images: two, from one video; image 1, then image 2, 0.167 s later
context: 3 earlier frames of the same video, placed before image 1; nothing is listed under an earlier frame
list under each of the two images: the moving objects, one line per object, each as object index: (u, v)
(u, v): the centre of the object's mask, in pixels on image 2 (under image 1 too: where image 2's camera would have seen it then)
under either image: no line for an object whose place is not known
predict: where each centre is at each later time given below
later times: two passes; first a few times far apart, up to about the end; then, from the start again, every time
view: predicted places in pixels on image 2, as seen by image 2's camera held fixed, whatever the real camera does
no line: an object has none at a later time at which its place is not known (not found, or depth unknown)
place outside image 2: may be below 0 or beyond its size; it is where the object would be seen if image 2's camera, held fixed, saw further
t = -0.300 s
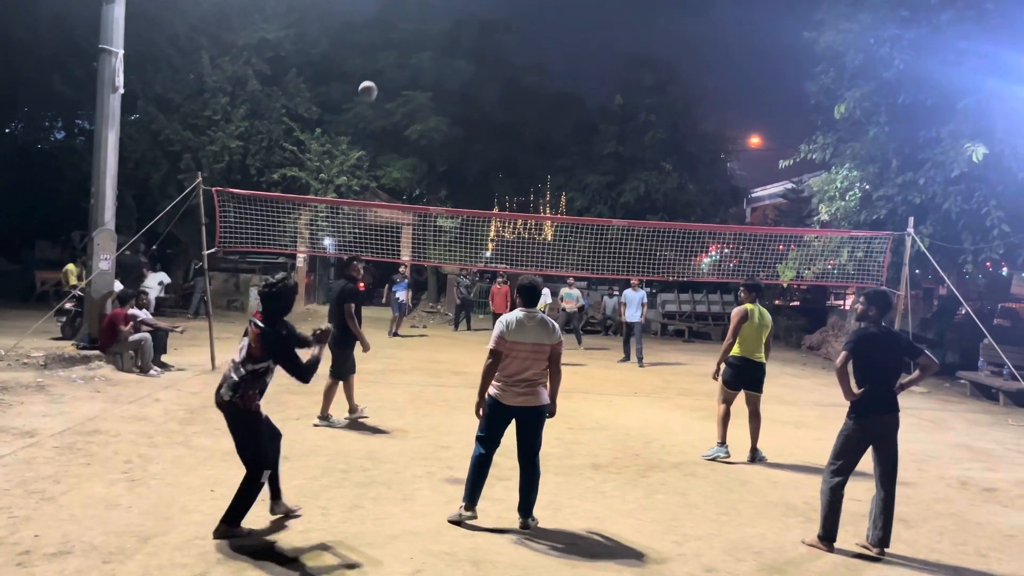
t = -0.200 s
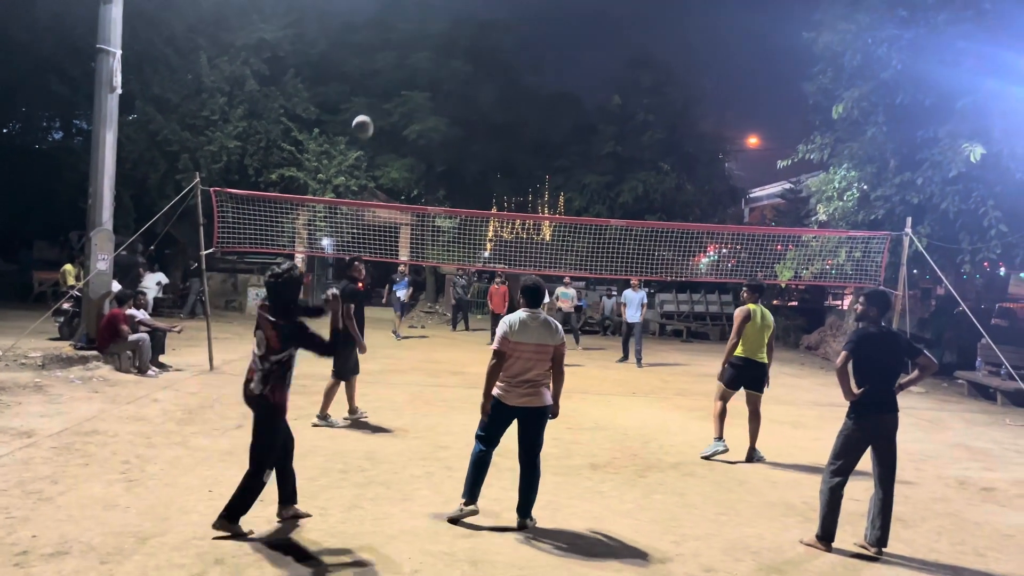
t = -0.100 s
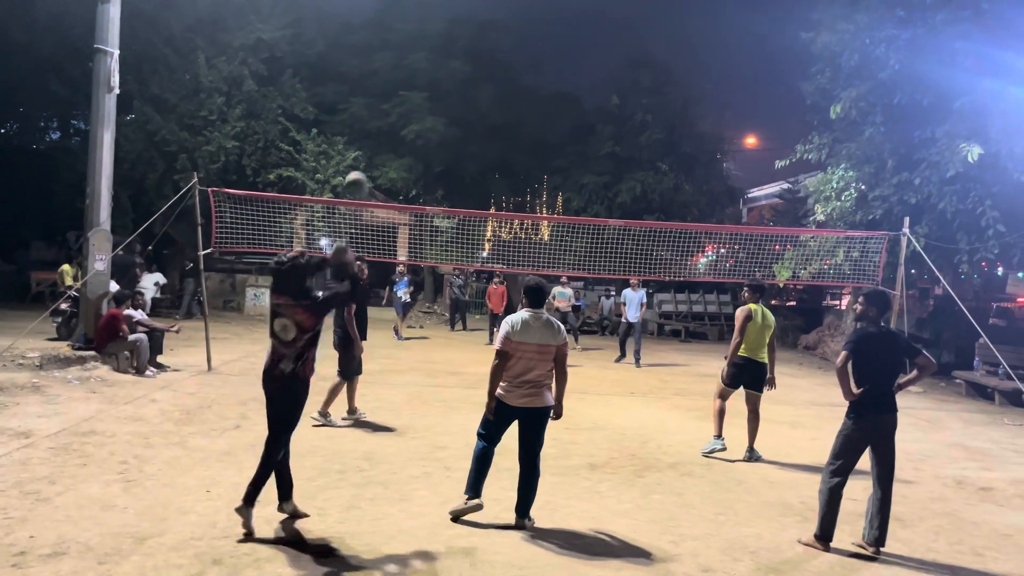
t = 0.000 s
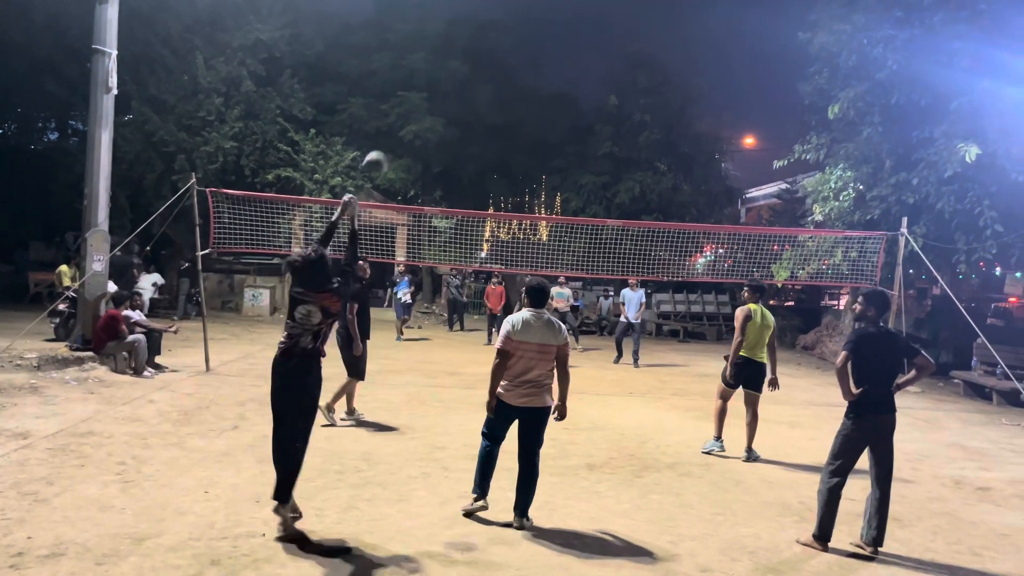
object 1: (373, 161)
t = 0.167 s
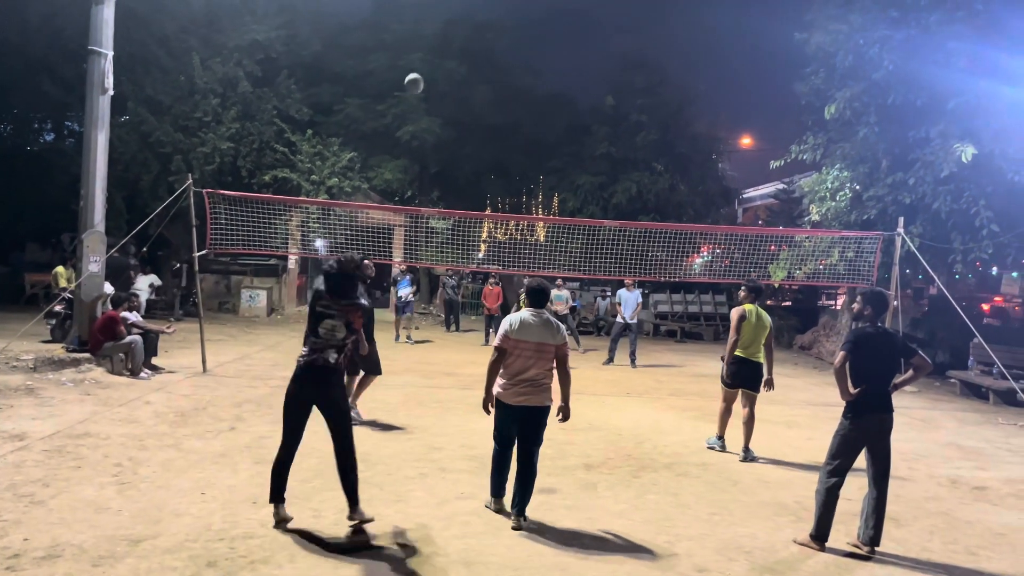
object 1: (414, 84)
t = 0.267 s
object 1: (431, 63)
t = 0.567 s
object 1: (464, 67)
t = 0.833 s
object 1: (479, 117)
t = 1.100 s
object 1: (488, 192)
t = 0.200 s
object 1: (420, 75)
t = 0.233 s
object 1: (426, 67)
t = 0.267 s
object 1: (431, 63)
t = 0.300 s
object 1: (436, 59)
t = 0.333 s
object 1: (441, 56)
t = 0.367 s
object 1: (445, 55)
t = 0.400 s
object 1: (449, 55)
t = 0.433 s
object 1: (452, 56)
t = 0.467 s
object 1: (455, 57)
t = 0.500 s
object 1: (459, 60)
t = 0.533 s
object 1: (461, 63)
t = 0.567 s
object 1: (464, 67)
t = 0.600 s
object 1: (466, 72)
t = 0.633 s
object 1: (468, 77)
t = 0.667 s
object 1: (471, 82)
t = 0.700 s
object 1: (473, 88)
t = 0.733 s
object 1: (475, 95)
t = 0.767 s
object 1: (476, 102)
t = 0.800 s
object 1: (478, 110)
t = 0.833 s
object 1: (479, 117)
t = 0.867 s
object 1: (480, 126)
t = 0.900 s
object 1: (482, 134)
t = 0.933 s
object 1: (483, 144)
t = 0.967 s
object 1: (484, 152)
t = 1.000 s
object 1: (485, 162)
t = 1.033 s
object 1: (486, 171)
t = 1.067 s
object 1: (487, 182)
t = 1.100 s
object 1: (488, 192)
